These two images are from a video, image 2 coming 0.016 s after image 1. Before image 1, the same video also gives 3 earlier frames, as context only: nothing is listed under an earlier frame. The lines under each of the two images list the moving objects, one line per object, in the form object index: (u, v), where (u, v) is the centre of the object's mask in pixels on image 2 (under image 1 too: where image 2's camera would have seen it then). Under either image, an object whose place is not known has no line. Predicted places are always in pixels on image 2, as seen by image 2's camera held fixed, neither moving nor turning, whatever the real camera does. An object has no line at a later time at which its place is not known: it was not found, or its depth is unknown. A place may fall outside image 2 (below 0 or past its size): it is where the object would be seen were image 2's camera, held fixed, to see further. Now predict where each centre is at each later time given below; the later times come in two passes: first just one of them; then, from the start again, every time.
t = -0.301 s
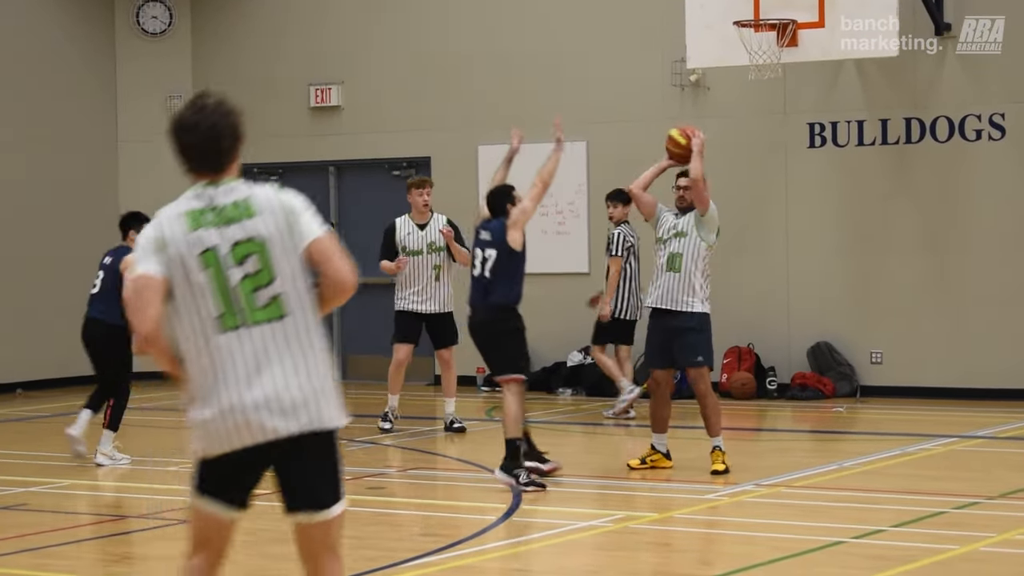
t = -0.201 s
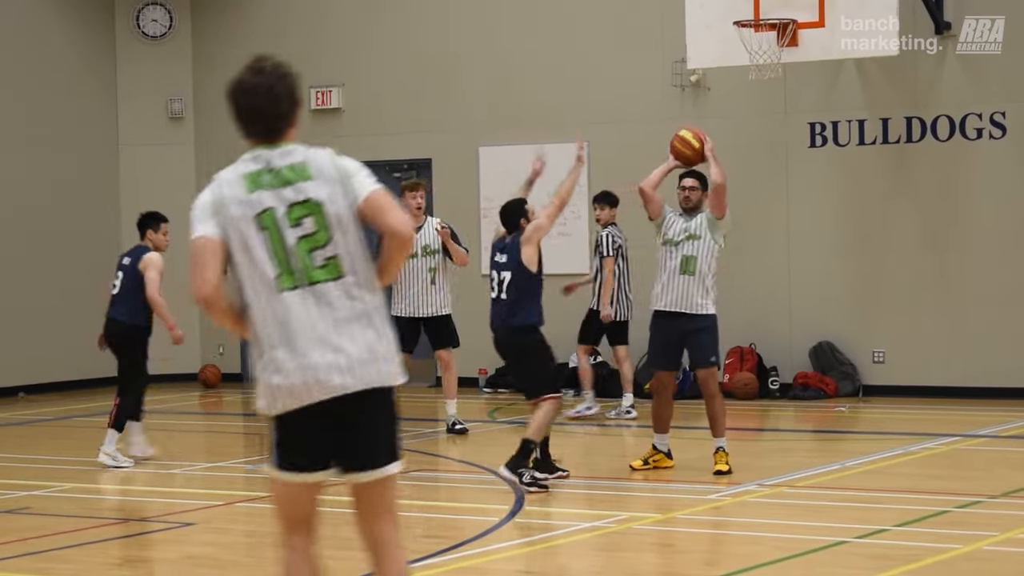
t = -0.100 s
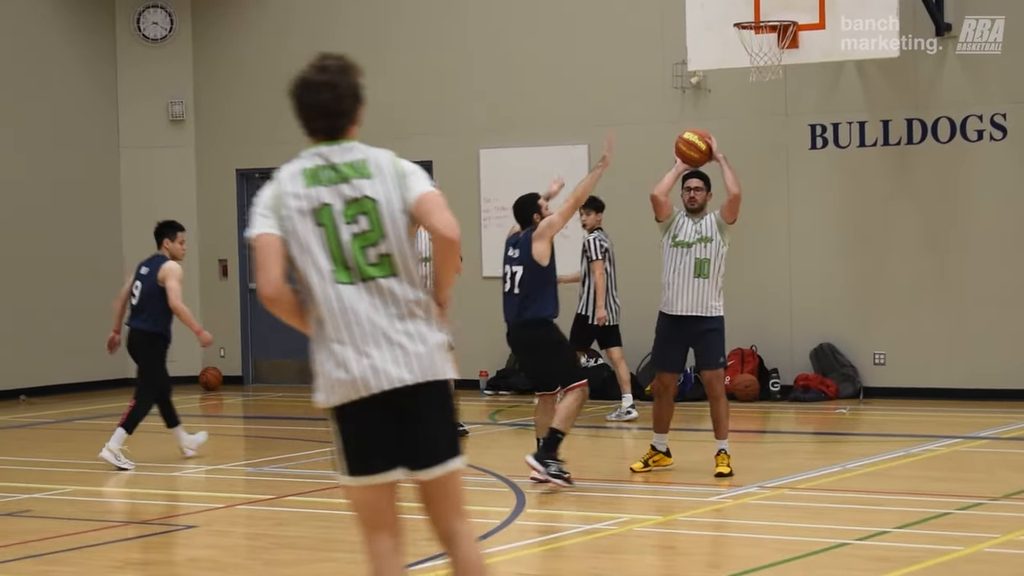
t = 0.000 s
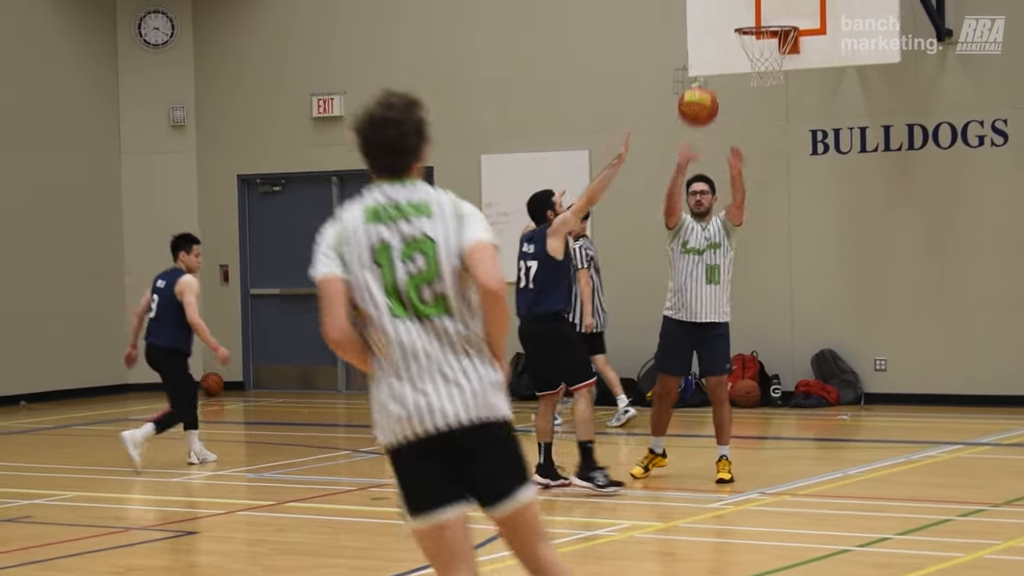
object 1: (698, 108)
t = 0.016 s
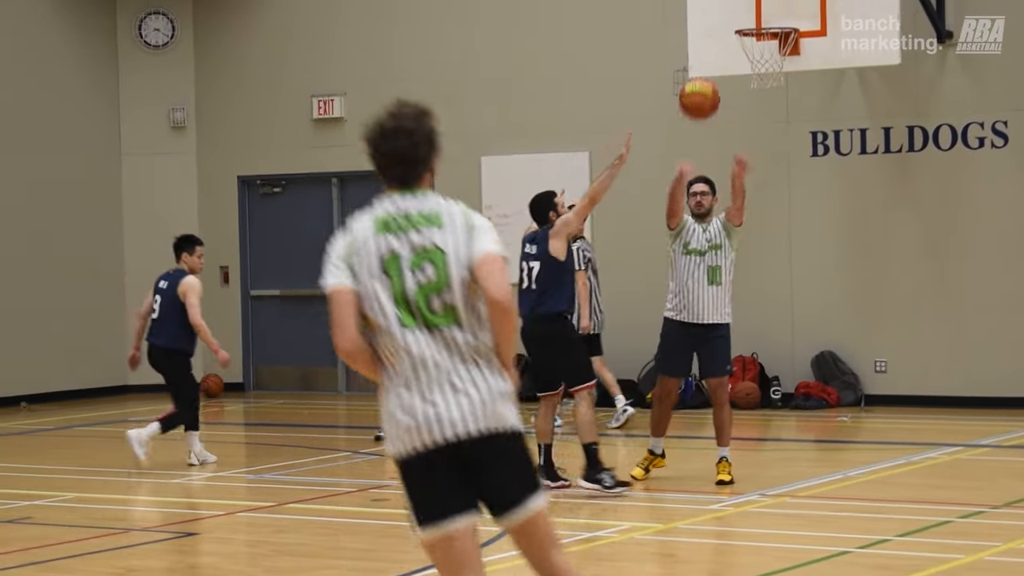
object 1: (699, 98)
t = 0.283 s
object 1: (720, 8)
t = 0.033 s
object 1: (700, 91)
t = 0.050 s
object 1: (701, 82)
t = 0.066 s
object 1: (702, 75)
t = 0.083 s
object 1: (704, 66)
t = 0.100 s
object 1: (705, 59)
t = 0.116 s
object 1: (706, 52)
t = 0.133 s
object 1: (708, 45)
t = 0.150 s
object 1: (709, 39)
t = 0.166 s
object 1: (710, 33)
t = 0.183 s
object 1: (711, 27)
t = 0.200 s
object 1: (713, 23)
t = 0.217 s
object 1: (714, 18)
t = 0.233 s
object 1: (716, 14)
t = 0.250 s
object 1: (718, 11)
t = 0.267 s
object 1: (719, 9)
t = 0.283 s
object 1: (720, 8)
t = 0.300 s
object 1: (722, 7)
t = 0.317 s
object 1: (723, 6)
